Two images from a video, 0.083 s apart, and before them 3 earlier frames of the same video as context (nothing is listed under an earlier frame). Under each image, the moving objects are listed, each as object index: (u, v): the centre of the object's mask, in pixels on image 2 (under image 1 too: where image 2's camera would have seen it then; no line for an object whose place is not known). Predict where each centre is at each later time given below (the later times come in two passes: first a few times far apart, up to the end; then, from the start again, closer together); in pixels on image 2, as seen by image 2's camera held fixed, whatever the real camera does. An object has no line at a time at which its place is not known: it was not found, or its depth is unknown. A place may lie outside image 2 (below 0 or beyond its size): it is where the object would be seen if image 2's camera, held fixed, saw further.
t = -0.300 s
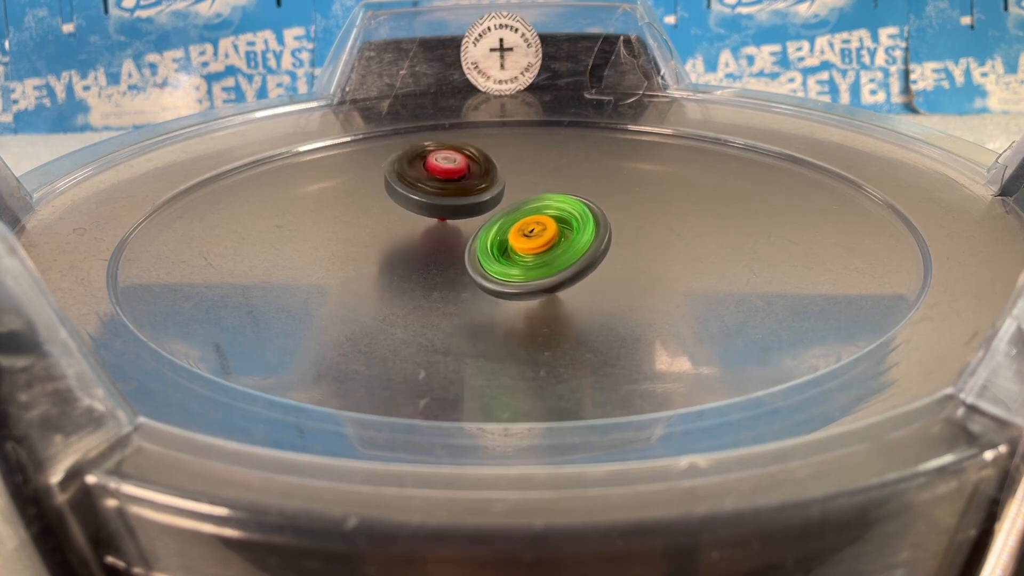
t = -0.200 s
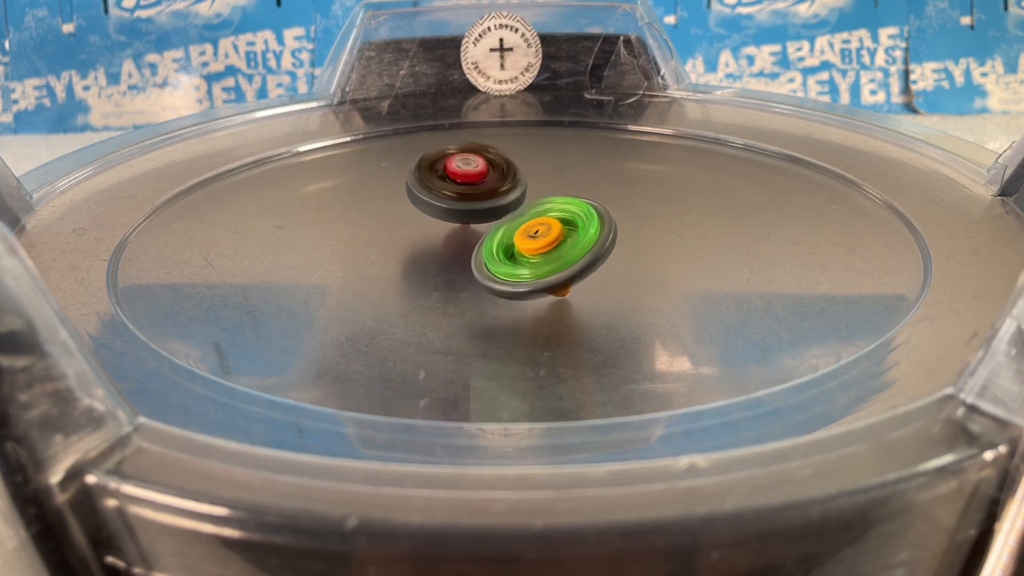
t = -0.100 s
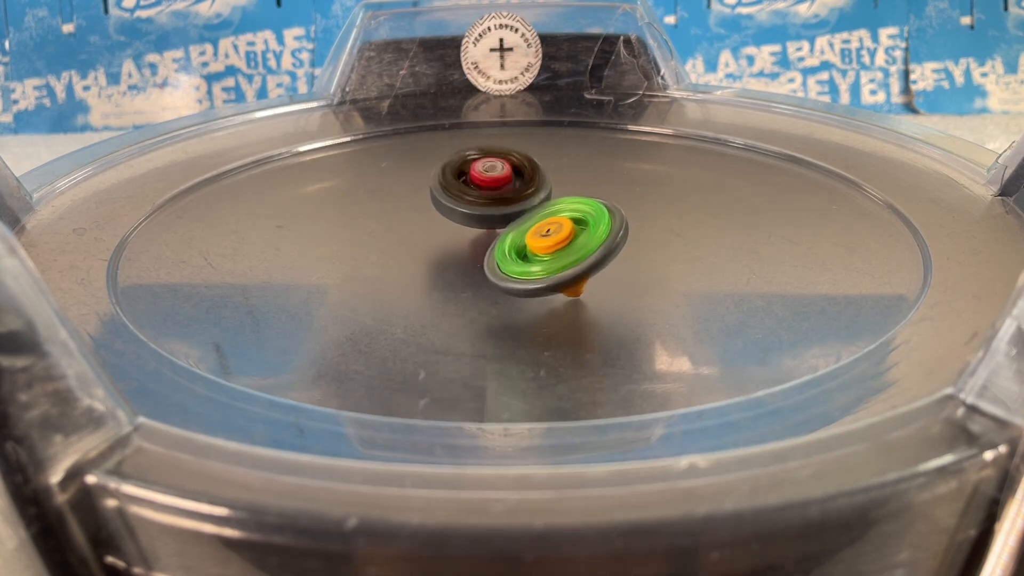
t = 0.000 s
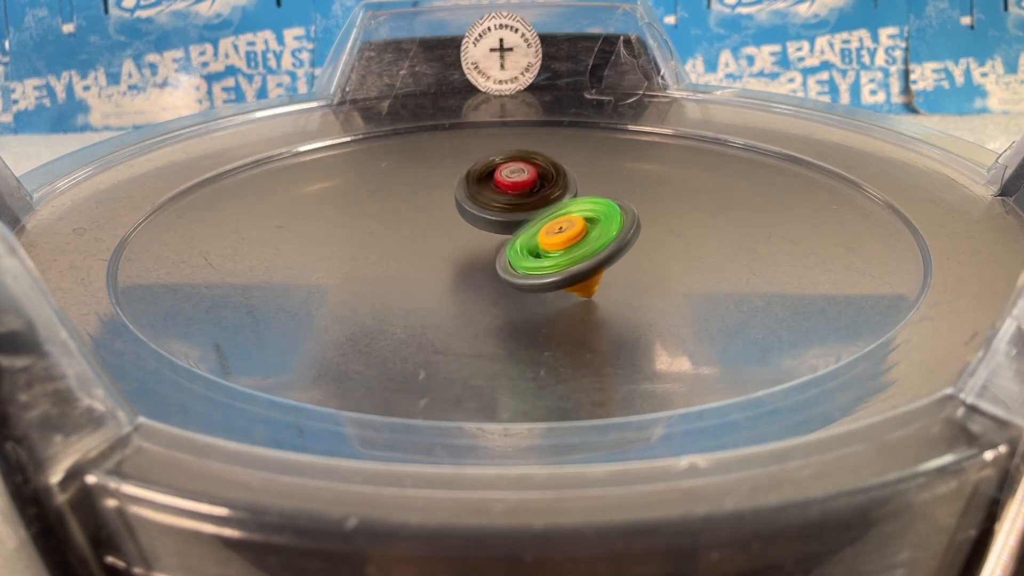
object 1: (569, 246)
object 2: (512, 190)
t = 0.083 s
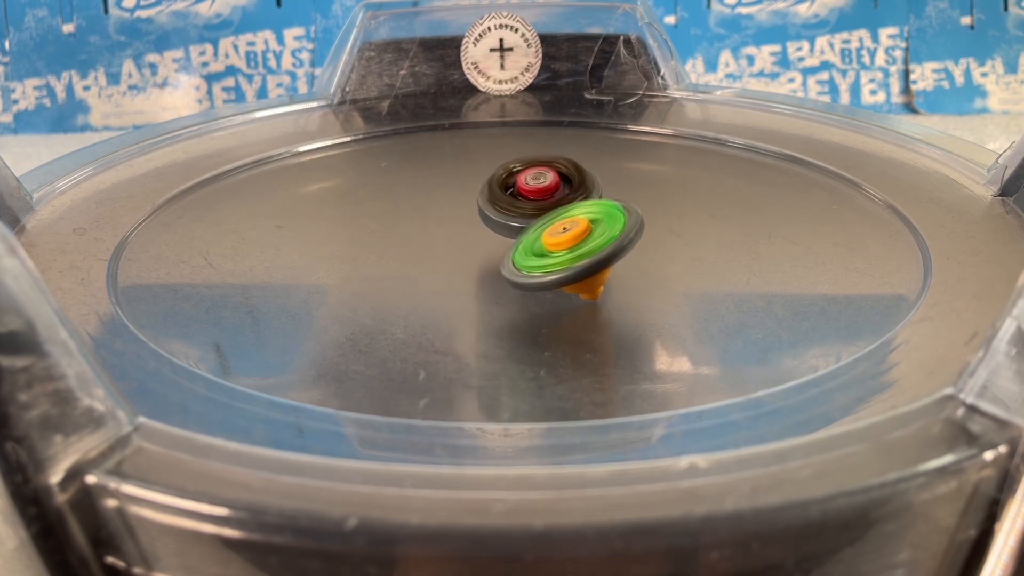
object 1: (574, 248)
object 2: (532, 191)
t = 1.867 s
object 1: (497, 216)
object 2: (348, 265)
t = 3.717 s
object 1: (514, 255)
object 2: (623, 217)
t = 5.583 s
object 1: (541, 253)
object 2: (473, 178)
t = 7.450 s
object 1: (563, 178)
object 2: (383, 290)
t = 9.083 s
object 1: (625, 247)
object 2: (540, 193)
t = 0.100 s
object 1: (574, 245)
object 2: (536, 191)
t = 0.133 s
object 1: (575, 247)
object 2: (548, 191)
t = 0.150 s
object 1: (574, 249)
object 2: (556, 191)
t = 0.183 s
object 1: (568, 251)
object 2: (577, 188)
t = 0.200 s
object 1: (565, 255)
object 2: (589, 191)
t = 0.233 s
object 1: (558, 259)
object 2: (613, 197)
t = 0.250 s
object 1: (555, 261)
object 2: (623, 201)
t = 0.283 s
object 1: (548, 265)
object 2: (641, 208)
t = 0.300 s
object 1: (545, 262)
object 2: (650, 211)
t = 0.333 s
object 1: (539, 267)
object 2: (665, 216)
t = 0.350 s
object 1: (536, 269)
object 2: (673, 217)
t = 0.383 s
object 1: (531, 269)
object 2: (693, 219)
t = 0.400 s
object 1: (528, 269)
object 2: (703, 219)
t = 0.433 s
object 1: (523, 268)
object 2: (723, 219)
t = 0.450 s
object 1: (521, 268)
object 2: (732, 220)
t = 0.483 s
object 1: (516, 272)
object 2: (747, 219)
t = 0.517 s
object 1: (511, 272)
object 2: (760, 219)
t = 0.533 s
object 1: (509, 268)
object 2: (765, 219)
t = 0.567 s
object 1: (506, 270)
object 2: (771, 218)
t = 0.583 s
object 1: (504, 269)
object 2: (773, 218)
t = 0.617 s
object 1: (501, 266)
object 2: (775, 218)
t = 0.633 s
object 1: (500, 264)
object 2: (775, 218)
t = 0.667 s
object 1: (498, 261)
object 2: (775, 219)
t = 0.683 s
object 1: (498, 259)
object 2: (774, 219)
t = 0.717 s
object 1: (497, 257)
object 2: (771, 221)
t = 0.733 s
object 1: (497, 257)
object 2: (769, 221)
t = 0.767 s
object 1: (496, 255)
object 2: (764, 223)
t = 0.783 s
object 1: (496, 252)
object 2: (762, 224)
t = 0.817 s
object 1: (495, 245)
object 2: (755, 226)
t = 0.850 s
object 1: (495, 248)
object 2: (749, 228)
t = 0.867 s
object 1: (496, 243)
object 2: (746, 229)
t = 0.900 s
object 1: (498, 240)
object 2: (738, 232)
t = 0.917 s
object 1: (500, 241)
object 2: (735, 233)
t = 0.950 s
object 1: (502, 238)
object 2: (728, 236)
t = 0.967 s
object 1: (502, 235)
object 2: (724, 238)
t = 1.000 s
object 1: (504, 232)
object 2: (716, 241)
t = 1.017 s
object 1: (505, 232)
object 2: (712, 242)
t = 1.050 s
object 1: (507, 231)
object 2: (703, 245)
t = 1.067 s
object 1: (508, 232)
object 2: (698, 246)
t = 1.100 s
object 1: (509, 232)
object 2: (688, 249)
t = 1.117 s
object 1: (510, 227)
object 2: (684, 250)
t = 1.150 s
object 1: (512, 232)
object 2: (673, 253)
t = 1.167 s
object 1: (514, 230)
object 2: (668, 254)
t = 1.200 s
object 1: (517, 229)
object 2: (656, 256)
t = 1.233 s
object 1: (520, 229)
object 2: (644, 259)
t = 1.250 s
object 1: (521, 230)
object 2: (637, 260)
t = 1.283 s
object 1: (521, 230)
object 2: (622, 263)
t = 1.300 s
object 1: (520, 229)
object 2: (614, 264)
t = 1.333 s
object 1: (516, 225)
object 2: (593, 268)
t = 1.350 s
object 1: (516, 222)
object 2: (582, 270)
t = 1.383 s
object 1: (516, 217)
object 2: (560, 275)
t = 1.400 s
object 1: (515, 219)
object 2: (548, 277)
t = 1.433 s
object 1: (513, 217)
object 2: (526, 279)
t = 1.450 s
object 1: (511, 215)
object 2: (515, 279)
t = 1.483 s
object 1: (507, 213)
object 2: (495, 279)
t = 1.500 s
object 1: (506, 213)
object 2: (485, 280)
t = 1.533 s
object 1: (501, 211)
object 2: (464, 279)
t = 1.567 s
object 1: (496, 208)
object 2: (443, 278)
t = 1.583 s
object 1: (495, 211)
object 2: (434, 278)
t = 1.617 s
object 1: (492, 209)
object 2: (415, 276)
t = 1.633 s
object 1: (491, 209)
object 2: (406, 275)
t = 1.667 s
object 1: (489, 212)
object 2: (390, 274)
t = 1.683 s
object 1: (489, 212)
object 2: (383, 273)
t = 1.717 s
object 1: (488, 214)
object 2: (370, 271)
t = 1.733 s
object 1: (488, 210)
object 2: (366, 271)
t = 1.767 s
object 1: (488, 215)
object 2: (358, 269)
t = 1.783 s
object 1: (489, 212)
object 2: (355, 268)
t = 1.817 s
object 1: (491, 215)
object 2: (351, 268)
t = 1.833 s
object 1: (493, 216)
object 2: (350, 267)
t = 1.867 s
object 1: (497, 216)
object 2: (348, 265)
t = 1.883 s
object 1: (500, 219)
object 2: (348, 265)
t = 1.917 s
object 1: (506, 220)
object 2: (348, 263)
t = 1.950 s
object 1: (512, 221)
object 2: (349, 261)
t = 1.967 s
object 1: (515, 220)
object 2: (351, 260)
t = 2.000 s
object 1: (520, 222)
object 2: (353, 258)
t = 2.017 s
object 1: (523, 226)
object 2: (354, 257)
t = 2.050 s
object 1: (528, 226)
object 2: (357, 255)
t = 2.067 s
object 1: (530, 223)
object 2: (359, 254)
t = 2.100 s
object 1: (535, 227)
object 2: (362, 252)
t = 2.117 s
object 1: (538, 227)
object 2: (364, 251)
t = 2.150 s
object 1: (542, 229)
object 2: (368, 249)
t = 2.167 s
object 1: (545, 230)
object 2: (369, 247)
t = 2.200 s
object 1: (548, 233)
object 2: (373, 245)
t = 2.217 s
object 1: (549, 229)
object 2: (375, 244)
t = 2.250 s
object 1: (553, 233)
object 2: (379, 242)
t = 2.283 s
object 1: (556, 232)
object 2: (383, 239)
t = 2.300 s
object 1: (557, 234)
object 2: (386, 238)
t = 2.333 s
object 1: (560, 233)
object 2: (391, 236)
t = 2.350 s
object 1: (561, 235)
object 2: (394, 235)
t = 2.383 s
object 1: (563, 236)
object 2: (400, 232)
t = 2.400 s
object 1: (564, 233)
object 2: (403, 231)
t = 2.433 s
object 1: (565, 232)
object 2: (409, 229)
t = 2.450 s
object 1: (566, 234)
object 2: (413, 228)
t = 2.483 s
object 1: (566, 232)
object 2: (420, 226)
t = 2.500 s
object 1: (566, 234)
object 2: (424, 224)
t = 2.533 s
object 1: (566, 233)
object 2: (432, 223)
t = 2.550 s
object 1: (565, 231)
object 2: (436, 220)
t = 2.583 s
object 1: (563, 232)
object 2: (443, 218)
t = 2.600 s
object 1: (565, 234)
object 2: (447, 214)
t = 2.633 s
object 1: (569, 234)
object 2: (456, 208)
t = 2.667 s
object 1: (572, 237)
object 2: (467, 204)
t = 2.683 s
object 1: (574, 238)
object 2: (473, 200)
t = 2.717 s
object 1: (580, 239)
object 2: (486, 196)
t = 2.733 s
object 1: (582, 240)
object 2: (493, 194)
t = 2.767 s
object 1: (586, 241)
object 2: (505, 188)
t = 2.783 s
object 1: (588, 238)
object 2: (511, 185)
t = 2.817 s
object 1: (590, 240)
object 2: (525, 181)
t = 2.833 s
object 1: (592, 241)
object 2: (532, 178)
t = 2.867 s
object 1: (594, 240)
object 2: (545, 174)
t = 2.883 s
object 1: (594, 242)
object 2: (551, 173)
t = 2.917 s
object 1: (592, 244)
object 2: (562, 169)
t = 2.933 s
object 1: (590, 242)
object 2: (566, 167)
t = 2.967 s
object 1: (585, 242)
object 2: (574, 165)
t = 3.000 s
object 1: (580, 244)
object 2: (579, 164)
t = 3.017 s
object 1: (578, 245)
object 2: (581, 164)
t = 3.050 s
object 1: (573, 246)
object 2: (585, 164)
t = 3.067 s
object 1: (571, 245)
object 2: (587, 163)
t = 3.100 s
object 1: (566, 246)
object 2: (589, 164)
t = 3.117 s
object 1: (564, 246)
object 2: (591, 164)
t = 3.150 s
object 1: (560, 248)
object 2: (594, 164)
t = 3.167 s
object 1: (558, 249)
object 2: (595, 166)
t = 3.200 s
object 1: (553, 249)
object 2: (597, 167)
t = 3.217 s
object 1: (552, 250)
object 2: (598, 168)
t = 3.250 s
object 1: (549, 251)
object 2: (601, 169)
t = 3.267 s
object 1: (548, 249)
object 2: (602, 170)
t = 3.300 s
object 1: (544, 250)
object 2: (604, 172)
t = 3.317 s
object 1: (543, 251)
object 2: (605, 173)
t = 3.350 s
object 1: (540, 250)
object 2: (607, 175)
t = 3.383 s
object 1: (539, 250)
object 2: (609, 178)
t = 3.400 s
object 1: (538, 251)
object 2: (611, 179)
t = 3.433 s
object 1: (536, 253)
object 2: (612, 182)
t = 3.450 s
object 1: (535, 252)
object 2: (614, 184)
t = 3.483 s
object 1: (533, 251)
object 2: (617, 187)
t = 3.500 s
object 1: (532, 255)
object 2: (617, 189)
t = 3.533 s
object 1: (532, 255)
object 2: (620, 192)
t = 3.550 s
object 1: (531, 252)
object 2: (622, 194)
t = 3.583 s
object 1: (528, 253)
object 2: (623, 199)
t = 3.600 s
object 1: (527, 254)
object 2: (623, 200)
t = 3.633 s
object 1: (524, 256)
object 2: (622, 205)
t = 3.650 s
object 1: (524, 252)
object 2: (623, 208)
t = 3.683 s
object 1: (522, 253)
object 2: (623, 213)
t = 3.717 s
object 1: (514, 255)
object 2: (623, 217)
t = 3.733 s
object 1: (508, 257)
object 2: (623, 220)
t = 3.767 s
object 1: (499, 258)
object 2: (623, 225)
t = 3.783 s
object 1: (496, 259)
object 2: (622, 227)
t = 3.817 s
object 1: (490, 258)
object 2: (621, 233)
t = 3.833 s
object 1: (487, 257)
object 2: (620, 236)
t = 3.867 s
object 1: (482, 256)
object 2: (620, 242)
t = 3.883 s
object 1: (479, 257)
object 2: (619, 246)
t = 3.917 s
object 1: (477, 255)
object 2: (618, 253)
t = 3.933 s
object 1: (476, 255)
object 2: (617, 256)
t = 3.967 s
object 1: (473, 253)
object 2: (616, 263)
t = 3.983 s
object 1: (472, 252)
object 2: (615, 266)
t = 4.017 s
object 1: (470, 251)
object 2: (614, 272)
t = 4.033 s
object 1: (471, 254)
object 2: (614, 274)
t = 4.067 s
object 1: (473, 252)
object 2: (613, 280)
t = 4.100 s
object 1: (476, 250)
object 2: (613, 284)
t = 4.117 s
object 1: (479, 252)
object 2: (612, 286)
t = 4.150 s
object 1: (482, 252)
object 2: (611, 288)
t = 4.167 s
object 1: (484, 249)
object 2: (611, 289)
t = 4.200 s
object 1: (488, 249)
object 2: (609, 291)
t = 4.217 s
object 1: (489, 247)
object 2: (609, 292)
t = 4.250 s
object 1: (491, 248)
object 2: (607, 293)
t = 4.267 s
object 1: (492, 243)
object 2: (606, 293)
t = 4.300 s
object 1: (495, 243)
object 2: (603, 295)
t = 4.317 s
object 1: (497, 242)
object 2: (601, 295)
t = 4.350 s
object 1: (499, 242)
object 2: (596, 296)
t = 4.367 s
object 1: (500, 243)
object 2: (594, 296)
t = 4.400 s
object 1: (500, 238)
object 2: (588, 296)
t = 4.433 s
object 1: (502, 236)
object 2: (583, 296)
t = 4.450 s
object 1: (503, 235)
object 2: (580, 296)
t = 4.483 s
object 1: (506, 235)
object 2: (574, 296)
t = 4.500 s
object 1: (507, 236)
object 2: (570, 296)
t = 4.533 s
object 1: (509, 233)
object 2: (564, 295)
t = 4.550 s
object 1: (511, 231)
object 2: (560, 295)
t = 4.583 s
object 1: (513, 229)
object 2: (552, 295)
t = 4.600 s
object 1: (513, 230)
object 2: (549, 294)
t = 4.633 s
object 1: (516, 228)
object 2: (542, 293)
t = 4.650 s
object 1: (518, 227)
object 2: (538, 292)
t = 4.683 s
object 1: (520, 226)
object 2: (531, 291)
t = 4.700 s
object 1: (522, 226)
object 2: (527, 290)
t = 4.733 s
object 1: (524, 225)
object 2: (520, 288)
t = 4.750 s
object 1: (526, 226)
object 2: (517, 286)
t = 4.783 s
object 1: (529, 225)
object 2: (510, 284)
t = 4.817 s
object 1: (531, 226)
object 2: (504, 282)
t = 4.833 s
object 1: (531, 223)
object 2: (501, 280)
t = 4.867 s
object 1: (543, 225)
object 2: (483, 278)
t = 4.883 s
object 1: (553, 227)
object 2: (469, 279)
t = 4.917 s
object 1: (576, 221)
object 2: (443, 276)
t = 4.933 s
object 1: (585, 211)
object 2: (432, 276)
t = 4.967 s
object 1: (603, 205)
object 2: (414, 272)
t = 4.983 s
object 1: (610, 202)
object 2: (406, 268)
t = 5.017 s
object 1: (623, 191)
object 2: (398, 263)
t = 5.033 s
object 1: (627, 189)
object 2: (397, 260)
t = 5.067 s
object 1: (636, 185)
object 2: (396, 255)
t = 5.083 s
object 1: (638, 181)
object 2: (396, 253)
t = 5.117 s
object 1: (642, 183)
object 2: (399, 249)
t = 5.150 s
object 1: (642, 181)
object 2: (402, 246)
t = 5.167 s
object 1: (642, 183)
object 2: (404, 244)
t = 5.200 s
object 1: (640, 184)
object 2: (409, 240)
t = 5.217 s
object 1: (638, 182)
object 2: (411, 239)
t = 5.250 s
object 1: (633, 183)
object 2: (418, 235)
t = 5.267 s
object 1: (632, 187)
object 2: (421, 233)
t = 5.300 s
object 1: (626, 189)
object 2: (428, 228)
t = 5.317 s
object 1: (622, 196)
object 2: (432, 226)
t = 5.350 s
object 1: (614, 195)
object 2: (440, 220)
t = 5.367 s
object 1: (610, 203)
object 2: (444, 217)
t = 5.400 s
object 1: (601, 209)
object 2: (451, 211)
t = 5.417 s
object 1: (596, 215)
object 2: (454, 208)
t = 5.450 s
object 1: (586, 221)
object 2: (460, 202)
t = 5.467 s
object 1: (582, 226)
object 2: (461, 199)
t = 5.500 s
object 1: (571, 232)
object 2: (463, 191)
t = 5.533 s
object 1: (559, 237)
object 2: (465, 185)
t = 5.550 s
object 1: (553, 246)
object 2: (468, 182)
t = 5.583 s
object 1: (541, 253)
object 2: (473, 178)
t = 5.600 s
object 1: (536, 254)
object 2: (475, 176)
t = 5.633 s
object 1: (528, 261)
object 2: (483, 175)
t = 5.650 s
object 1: (524, 260)
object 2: (485, 173)
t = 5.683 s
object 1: (519, 265)
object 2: (489, 173)
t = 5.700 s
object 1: (517, 269)
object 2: (492, 173)
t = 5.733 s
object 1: (519, 267)
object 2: (495, 172)
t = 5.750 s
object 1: (519, 272)
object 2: (497, 173)
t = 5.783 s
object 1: (525, 269)
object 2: (501, 172)
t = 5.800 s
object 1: (529, 274)
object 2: (504, 173)
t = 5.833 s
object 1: (540, 273)
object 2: (508, 174)
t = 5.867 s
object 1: (553, 261)
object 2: (511, 172)
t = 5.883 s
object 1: (561, 264)
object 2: (513, 174)
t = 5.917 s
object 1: (574, 261)
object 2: (518, 174)
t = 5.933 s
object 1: (580, 261)
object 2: (521, 175)
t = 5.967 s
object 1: (591, 255)
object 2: (525, 176)
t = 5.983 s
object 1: (595, 255)
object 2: (528, 177)
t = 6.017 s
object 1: (602, 257)
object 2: (533, 179)
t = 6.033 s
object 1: (606, 257)
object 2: (536, 181)
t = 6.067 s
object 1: (609, 251)
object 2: (539, 181)
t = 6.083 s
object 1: (609, 251)
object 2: (542, 182)
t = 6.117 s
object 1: (608, 251)
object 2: (545, 183)
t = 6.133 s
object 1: (606, 246)
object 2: (545, 183)
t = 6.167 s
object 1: (600, 248)
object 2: (550, 185)
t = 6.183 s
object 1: (597, 242)
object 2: (549, 184)
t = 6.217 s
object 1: (589, 242)
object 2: (552, 185)
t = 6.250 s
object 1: (578, 244)
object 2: (560, 183)
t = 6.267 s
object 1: (567, 252)
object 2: (576, 182)
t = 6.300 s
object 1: (547, 259)
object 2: (597, 183)
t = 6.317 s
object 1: (539, 261)
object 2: (603, 186)
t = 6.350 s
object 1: (526, 268)
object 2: (607, 191)
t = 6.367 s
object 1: (520, 274)
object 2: (608, 194)
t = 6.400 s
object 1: (515, 277)
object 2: (611, 199)
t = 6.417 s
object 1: (514, 281)
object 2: (612, 202)
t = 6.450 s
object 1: (517, 270)
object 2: (621, 205)
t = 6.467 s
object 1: (520, 279)
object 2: (621, 208)
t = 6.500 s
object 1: (529, 283)
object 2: (628, 214)
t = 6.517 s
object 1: (537, 280)
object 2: (634, 215)
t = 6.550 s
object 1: (553, 292)
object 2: (640, 220)
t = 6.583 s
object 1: (576, 289)
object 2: (653, 223)
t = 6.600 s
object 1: (590, 281)
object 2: (665, 222)
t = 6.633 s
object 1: (596, 287)
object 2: (680, 223)
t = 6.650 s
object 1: (592, 289)
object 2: (686, 219)
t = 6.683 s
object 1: (582, 299)
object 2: (703, 221)
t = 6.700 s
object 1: (579, 292)
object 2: (713, 213)
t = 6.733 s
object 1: (575, 300)
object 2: (735, 213)
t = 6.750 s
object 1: (574, 296)
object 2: (741, 210)
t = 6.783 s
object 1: (573, 287)
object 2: (750, 206)
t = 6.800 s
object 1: (574, 294)
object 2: (752, 203)
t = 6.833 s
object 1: (576, 278)
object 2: (754, 204)
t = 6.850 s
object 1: (578, 278)
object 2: (753, 204)
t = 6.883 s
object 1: (583, 258)
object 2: (746, 206)
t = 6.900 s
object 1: (584, 252)
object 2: (742, 208)
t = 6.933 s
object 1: (585, 245)
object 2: (732, 212)
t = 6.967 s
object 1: (587, 228)
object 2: (721, 215)
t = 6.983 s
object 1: (588, 216)
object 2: (714, 217)
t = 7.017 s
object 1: (585, 191)
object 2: (700, 221)
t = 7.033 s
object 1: (583, 188)
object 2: (692, 223)
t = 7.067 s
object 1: (584, 161)
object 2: (671, 229)
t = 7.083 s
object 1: (584, 154)
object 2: (659, 232)
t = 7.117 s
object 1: (582, 144)
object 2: (635, 239)
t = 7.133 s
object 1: (581, 135)
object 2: (622, 243)
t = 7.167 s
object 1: (579, 132)
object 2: (593, 250)
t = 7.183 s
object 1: (579, 127)
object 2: (579, 253)
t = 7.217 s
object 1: (579, 126)
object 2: (552, 259)
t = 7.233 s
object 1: (579, 125)
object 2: (538, 263)
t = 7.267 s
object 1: (579, 126)
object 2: (511, 268)
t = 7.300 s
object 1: (579, 132)
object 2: (486, 274)
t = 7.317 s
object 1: (577, 134)
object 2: (473, 276)
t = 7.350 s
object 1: (575, 144)
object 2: (448, 280)
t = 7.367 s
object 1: (574, 149)
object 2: (436, 282)
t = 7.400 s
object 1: (570, 161)
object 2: (412, 286)
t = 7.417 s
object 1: (567, 165)
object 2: (401, 288)
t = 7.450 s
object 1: (563, 178)
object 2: (383, 290)
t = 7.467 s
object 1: (561, 189)
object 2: (375, 291)
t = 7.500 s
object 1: (558, 203)
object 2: (365, 292)
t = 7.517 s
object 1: (557, 209)
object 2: (362, 292)
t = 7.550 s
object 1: (558, 218)
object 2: (357, 293)
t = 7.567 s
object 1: (561, 225)
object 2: (356, 293)
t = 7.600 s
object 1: (569, 232)
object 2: (355, 292)
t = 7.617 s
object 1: (574, 242)
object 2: (354, 291)
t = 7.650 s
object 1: (586, 247)
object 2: (355, 290)
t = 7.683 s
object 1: (601, 252)
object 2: (358, 289)
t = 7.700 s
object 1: (607, 254)
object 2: (359, 288)
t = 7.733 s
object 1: (622, 255)
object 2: (364, 286)
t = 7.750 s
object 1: (628, 258)
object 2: (366, 285)
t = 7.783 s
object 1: (638, 253)
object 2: (370, 283)
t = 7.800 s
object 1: (641, 252)
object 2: (373, 282)
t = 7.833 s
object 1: (646, 243)
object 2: (378, 280)
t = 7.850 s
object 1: (644, 245)
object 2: (380, 278)
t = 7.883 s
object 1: (646, 228)
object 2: (385, 276)
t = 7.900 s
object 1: (634, 236)
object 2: (388, 274)
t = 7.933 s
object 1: (628, 203)
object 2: (394, 272)
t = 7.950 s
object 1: (619, 199)
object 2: (397, 271)
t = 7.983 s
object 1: (592, 201)
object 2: (403, 268)
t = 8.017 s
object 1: (561, 179)
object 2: (411, 265)
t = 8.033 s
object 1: (551, 170)
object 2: (415, 263)
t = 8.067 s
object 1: (512, 164)
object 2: (424, 259)
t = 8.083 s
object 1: (492, 154)
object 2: (430, 256)
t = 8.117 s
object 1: (453, 155)
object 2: (441, 250)
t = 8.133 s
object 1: (434, 155)
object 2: (447, 246)
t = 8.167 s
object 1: (391, 135)
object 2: (459, 239)
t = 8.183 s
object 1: (371, 136)
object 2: (465, 235)
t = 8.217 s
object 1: (331, 147)
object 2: (474, 226)
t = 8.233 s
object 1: (312, 150)
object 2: (479, 222)
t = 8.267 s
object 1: (277, 156)
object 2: (486, 213)
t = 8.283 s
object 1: (259, 159)
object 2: (489, 208)
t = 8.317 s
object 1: (232, 174)
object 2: (494, 199)
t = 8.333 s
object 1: (225, 179)
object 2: (496, 194)
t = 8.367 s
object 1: (223, 200)
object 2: (499, 186)
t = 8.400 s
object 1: (239, 228)
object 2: (502, 179)
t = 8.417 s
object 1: (254, 243)
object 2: (504, 175)
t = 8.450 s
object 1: (299, 265)
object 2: (506, 170)
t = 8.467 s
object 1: (329, 272)
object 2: (507, 168)
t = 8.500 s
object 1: (392, 279)
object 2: (510, 165)
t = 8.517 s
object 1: (420, 279)
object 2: (510, 164)
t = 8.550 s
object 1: (476, 284)
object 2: (512, 162)
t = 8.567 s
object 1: (505, 286)
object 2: (512, 162)
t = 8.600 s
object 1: (560, 281)
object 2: (513, 161)
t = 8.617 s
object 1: (583, 281)
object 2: (514, 161)
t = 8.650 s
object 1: (616, 284)
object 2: (516, 161)
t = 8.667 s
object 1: (628, 278)
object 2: (517, 161)
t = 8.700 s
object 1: (649, 275)
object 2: (519, 162)
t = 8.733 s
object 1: (654, 263)
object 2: (521, 162)
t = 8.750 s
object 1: (658, 261)
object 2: (523, 163)
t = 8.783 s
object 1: (661, 256)
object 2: (525, 166)
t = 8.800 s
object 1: (661, 253)
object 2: (527, 166)
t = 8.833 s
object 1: (660, 250)
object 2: (530, 168)
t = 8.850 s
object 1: (659, 248)
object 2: (531, 169)
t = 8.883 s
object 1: (657, 246)
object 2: (533, 172)
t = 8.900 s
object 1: (655, 245)
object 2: (535, 173)
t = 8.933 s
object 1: (651, 245)
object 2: (537, 175)
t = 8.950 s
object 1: (648, 245)
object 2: (538, 177)
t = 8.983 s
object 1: (644, 245)
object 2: (540, 180)
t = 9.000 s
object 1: (641, 246)
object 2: (540, 181)
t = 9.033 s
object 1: (636, 246)
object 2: (541, 185)
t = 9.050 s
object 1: (633, 247)
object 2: (542, 187)
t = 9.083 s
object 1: (625, 247)
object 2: (540, 193)
